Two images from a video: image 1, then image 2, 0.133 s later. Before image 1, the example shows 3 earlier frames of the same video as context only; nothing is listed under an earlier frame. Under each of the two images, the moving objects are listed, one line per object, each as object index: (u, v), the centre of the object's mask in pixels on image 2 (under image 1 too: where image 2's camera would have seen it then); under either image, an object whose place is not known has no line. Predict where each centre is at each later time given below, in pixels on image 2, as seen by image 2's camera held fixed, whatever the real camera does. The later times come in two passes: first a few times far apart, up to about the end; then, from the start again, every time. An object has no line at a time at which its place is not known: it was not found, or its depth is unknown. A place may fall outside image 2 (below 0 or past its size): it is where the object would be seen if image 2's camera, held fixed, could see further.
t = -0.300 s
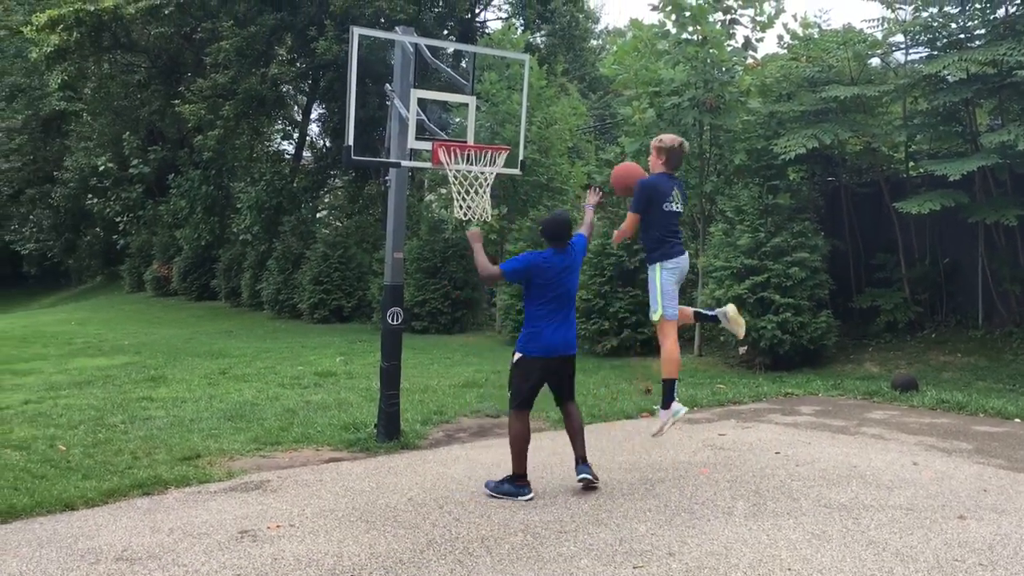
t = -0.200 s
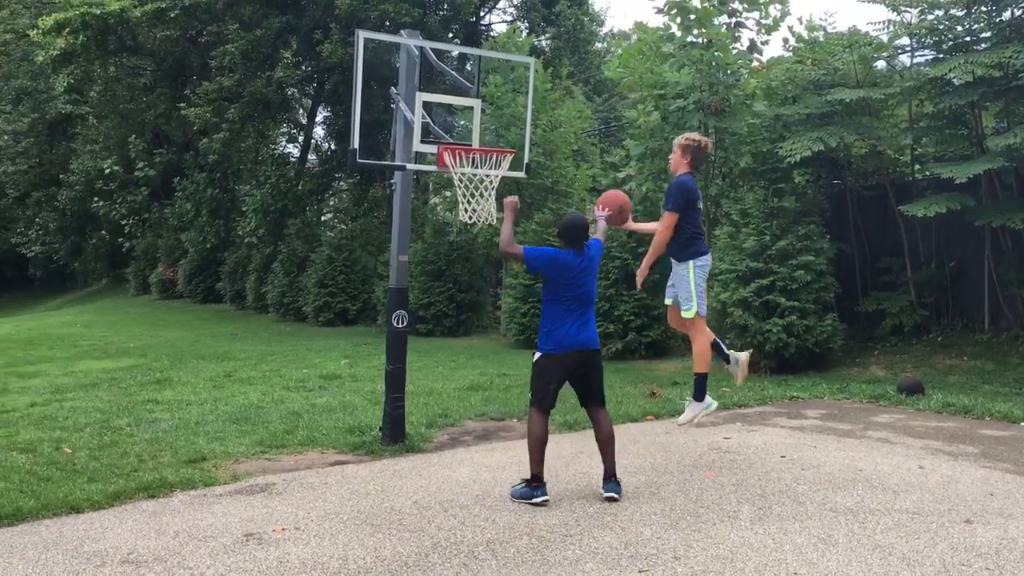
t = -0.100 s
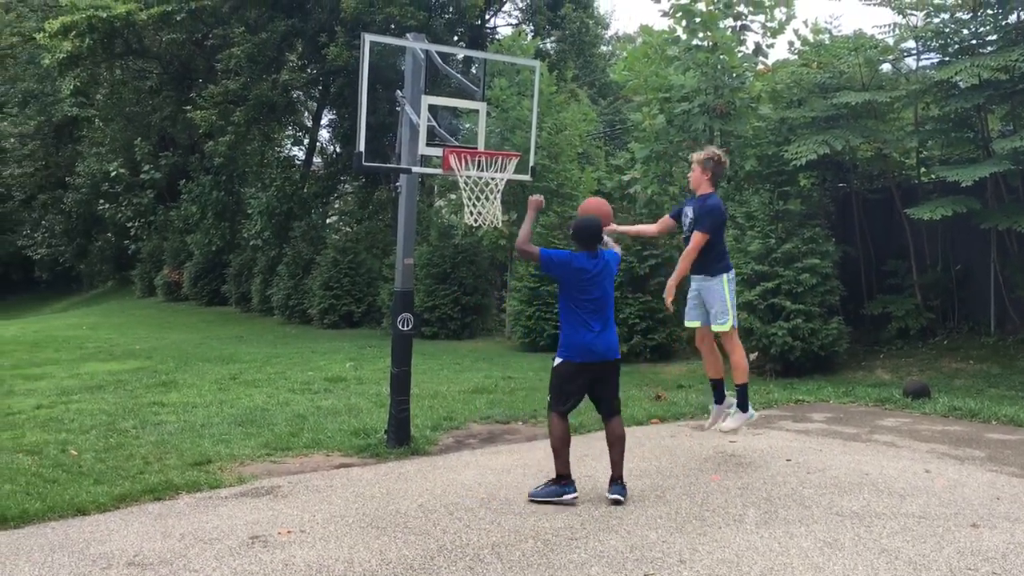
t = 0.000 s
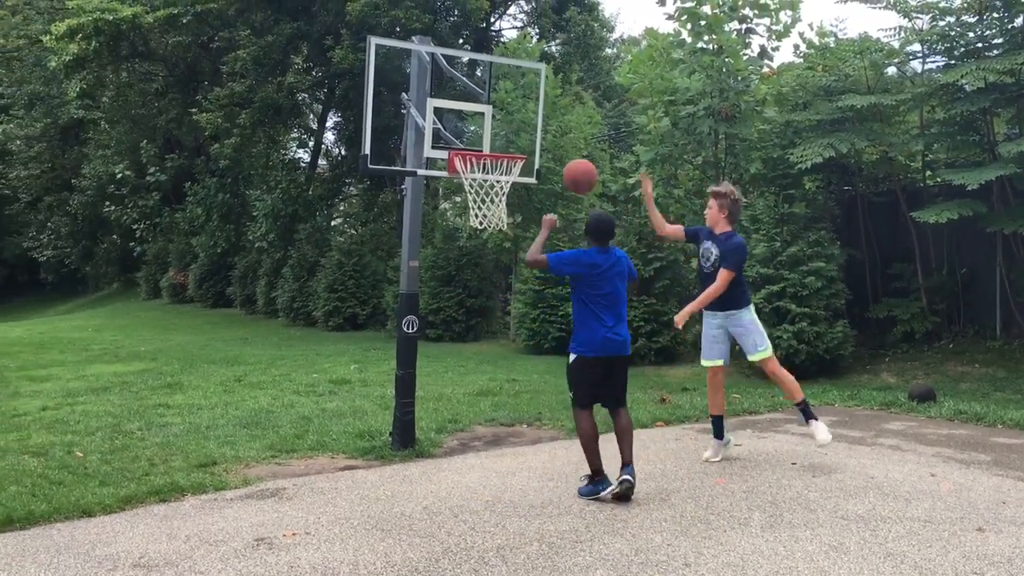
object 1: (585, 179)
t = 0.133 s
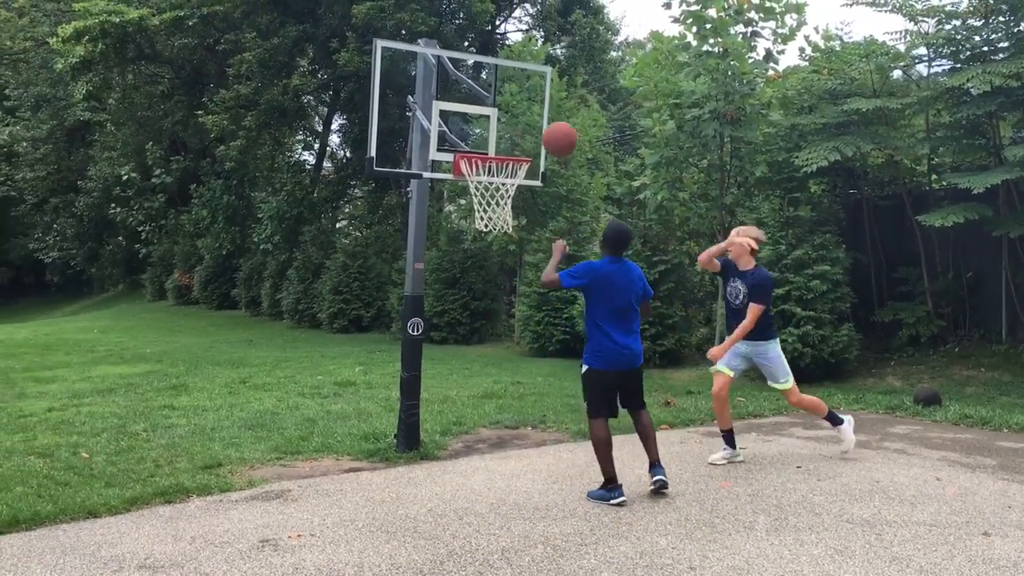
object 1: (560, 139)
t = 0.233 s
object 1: (541, 125)
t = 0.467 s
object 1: (496, 141)
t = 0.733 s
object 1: (542, 140)
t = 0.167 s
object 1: (553, 133)
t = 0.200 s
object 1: (547, 128)
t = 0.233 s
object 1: (541, 125)
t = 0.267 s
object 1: (534, 124)
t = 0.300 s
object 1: (528, 124)
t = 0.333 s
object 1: (521, 125)
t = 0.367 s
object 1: (515, 129)
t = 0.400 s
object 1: (507, 134)
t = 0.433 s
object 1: (501, 140)
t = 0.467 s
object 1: (496, 141)
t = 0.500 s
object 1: (502, 138)
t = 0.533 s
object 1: (507, 136)
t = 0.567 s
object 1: (514, 134)
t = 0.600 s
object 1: (520, 135)
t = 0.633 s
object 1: (526, 138)
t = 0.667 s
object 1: (533, 141)
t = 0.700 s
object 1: (537, 140)
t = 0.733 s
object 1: (542, 140)
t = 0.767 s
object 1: (548, 141)
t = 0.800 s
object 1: (553, 144)
